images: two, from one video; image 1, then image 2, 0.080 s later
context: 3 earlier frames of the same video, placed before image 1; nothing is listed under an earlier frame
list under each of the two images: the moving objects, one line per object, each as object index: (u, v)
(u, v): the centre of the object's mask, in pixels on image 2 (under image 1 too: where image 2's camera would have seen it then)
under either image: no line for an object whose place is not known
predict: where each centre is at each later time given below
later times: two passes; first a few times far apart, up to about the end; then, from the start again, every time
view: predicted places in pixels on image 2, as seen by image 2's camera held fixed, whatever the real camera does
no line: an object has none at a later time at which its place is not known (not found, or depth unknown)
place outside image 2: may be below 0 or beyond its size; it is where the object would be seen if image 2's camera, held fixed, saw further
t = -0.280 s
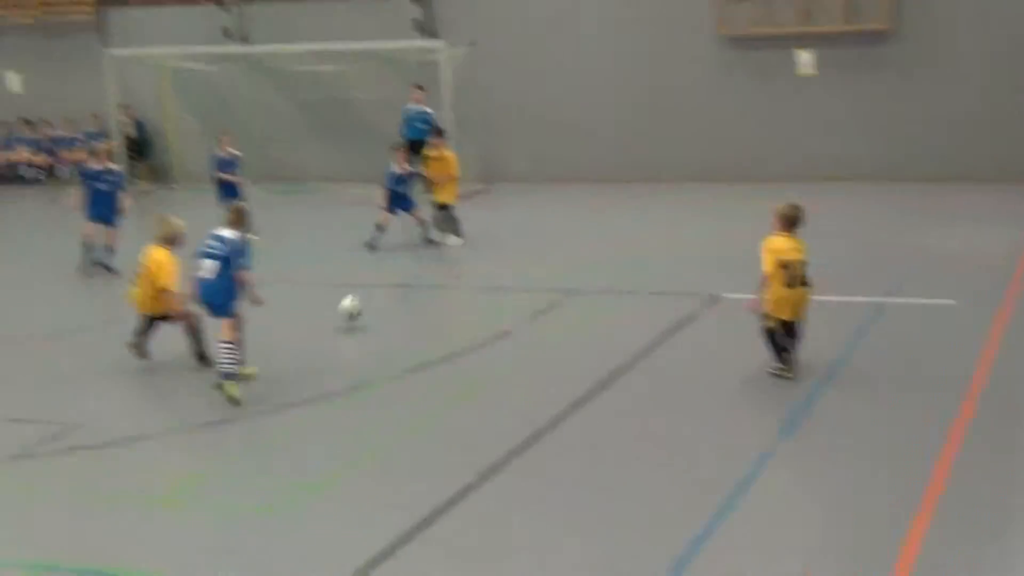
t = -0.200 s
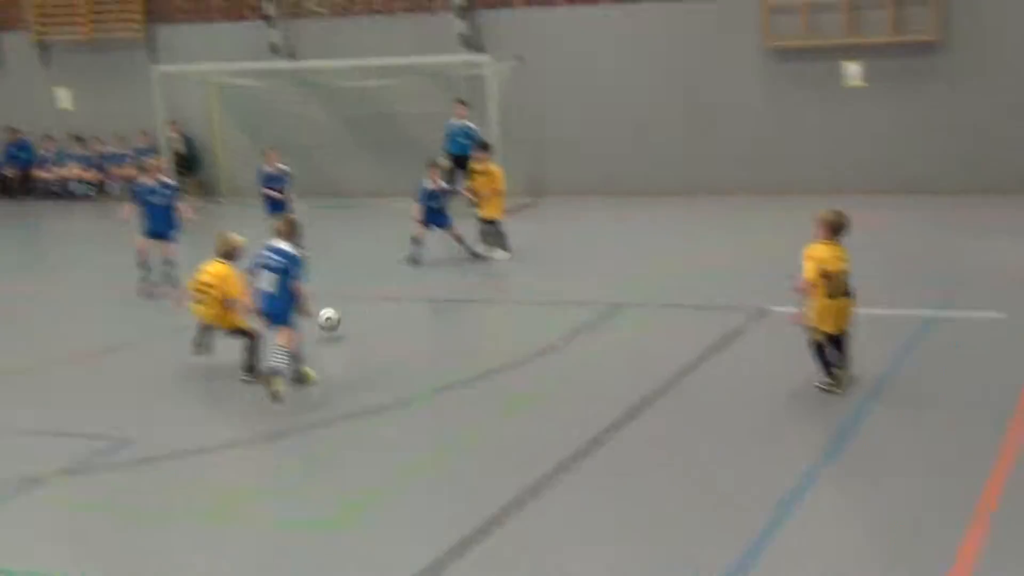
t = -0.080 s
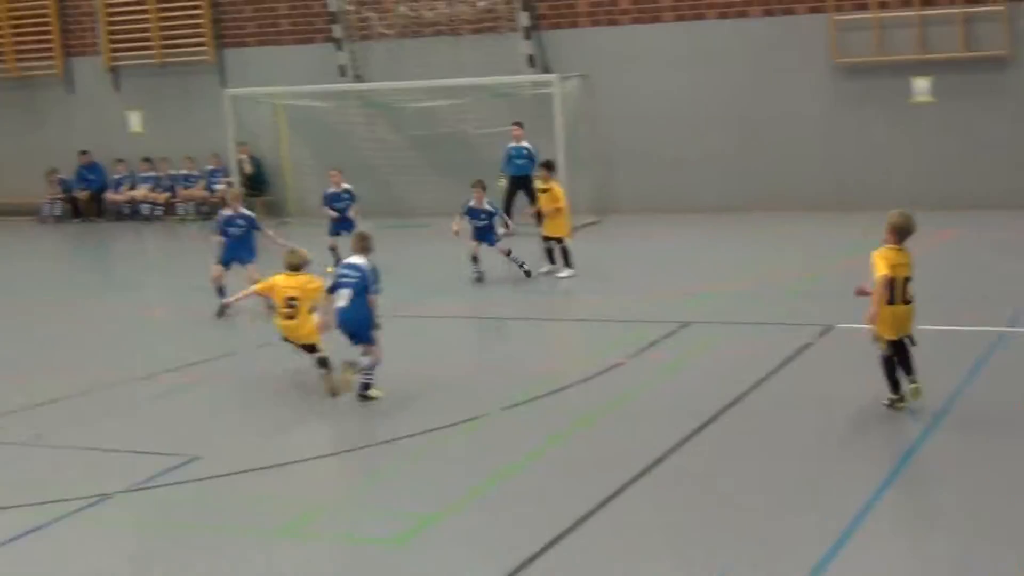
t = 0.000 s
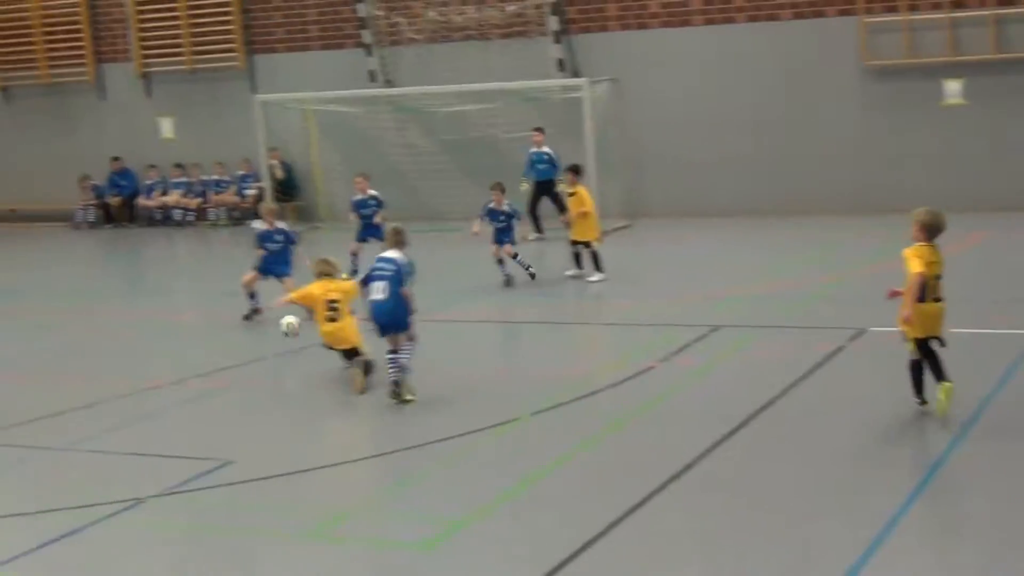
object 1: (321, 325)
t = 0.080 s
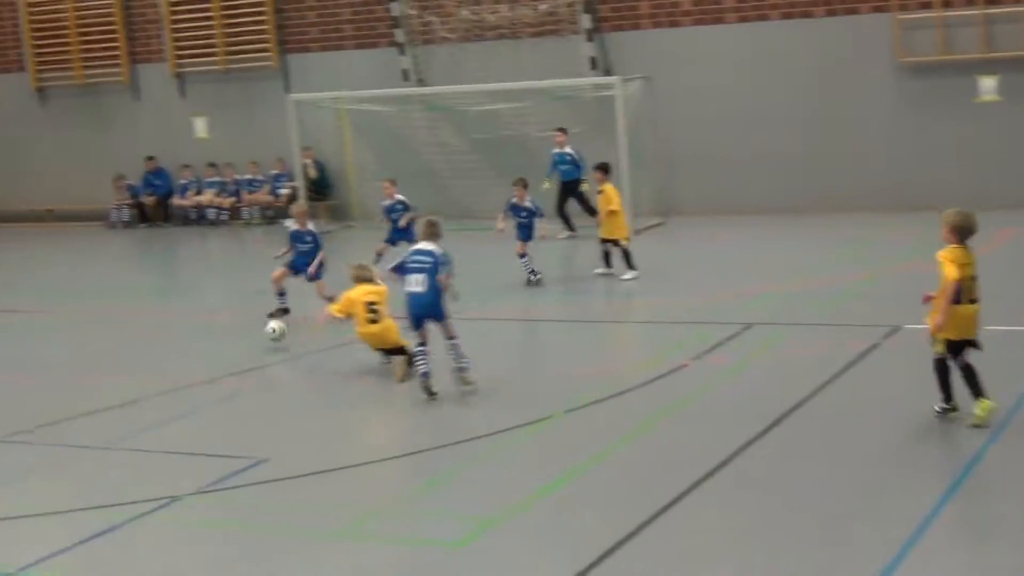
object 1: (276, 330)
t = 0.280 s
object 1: (185, 323)
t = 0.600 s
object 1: (65, 327)
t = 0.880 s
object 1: (-30, 322)
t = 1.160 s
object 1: (-117, 318)
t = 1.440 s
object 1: (-199, 318)
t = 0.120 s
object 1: (253, 337)
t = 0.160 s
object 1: (236, 332)
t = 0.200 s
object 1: (218, 327)
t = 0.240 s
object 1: (201, 324)
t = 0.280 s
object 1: (185, 323)
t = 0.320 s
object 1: (169, 323)
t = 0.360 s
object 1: (154, 325)
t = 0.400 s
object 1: (139, 330)
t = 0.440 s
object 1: (123, 330)
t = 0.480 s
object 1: (108, 328)
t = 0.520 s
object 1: (94, 327)
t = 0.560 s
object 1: (79, 328)
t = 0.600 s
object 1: (65, 327)
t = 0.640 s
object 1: (52, 327)
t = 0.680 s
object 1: (37, 326)
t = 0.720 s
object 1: (24, 325)
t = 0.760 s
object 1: (10, 324)
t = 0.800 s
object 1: (-4, 324)
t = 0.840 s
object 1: (-17, 323)
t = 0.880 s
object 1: (-30, 322)
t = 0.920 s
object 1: (-44, 321)
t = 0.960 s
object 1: (-56, 321)
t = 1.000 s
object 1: (-68, 319)
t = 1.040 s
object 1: (-81, 318)
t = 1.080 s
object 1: (-93, 319)
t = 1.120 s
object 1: (-105, 320)
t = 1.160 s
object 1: (-117, 318)
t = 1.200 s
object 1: (-129, 317)
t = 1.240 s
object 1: (-142, 317)
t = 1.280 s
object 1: (-153, 318)
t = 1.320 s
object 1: (-166, 318)
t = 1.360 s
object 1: (-177, 317)
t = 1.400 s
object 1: (-188, 317)
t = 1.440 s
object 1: (-199, 318)
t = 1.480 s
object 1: (-210, 315)
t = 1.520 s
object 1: (-221, 314)
